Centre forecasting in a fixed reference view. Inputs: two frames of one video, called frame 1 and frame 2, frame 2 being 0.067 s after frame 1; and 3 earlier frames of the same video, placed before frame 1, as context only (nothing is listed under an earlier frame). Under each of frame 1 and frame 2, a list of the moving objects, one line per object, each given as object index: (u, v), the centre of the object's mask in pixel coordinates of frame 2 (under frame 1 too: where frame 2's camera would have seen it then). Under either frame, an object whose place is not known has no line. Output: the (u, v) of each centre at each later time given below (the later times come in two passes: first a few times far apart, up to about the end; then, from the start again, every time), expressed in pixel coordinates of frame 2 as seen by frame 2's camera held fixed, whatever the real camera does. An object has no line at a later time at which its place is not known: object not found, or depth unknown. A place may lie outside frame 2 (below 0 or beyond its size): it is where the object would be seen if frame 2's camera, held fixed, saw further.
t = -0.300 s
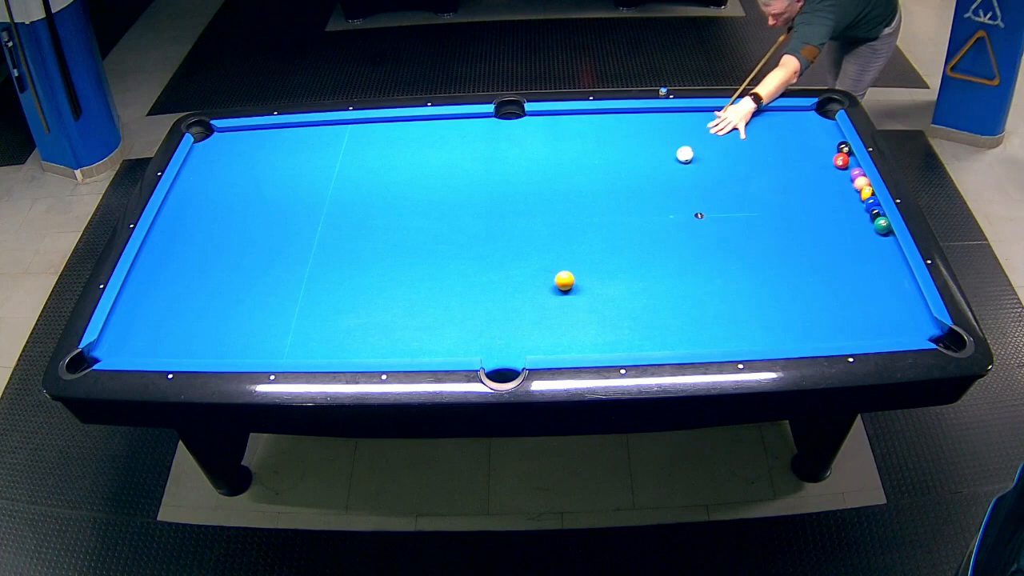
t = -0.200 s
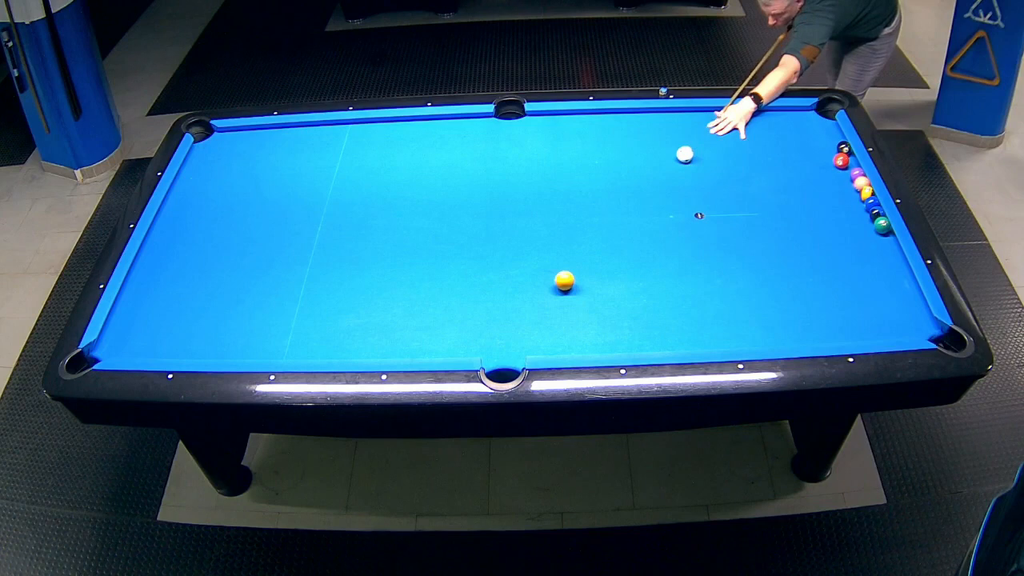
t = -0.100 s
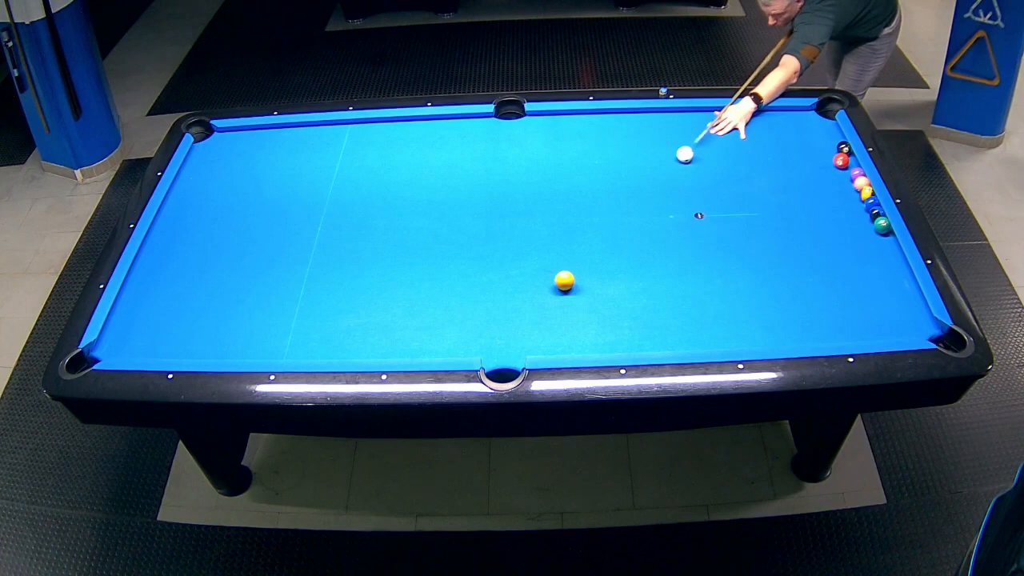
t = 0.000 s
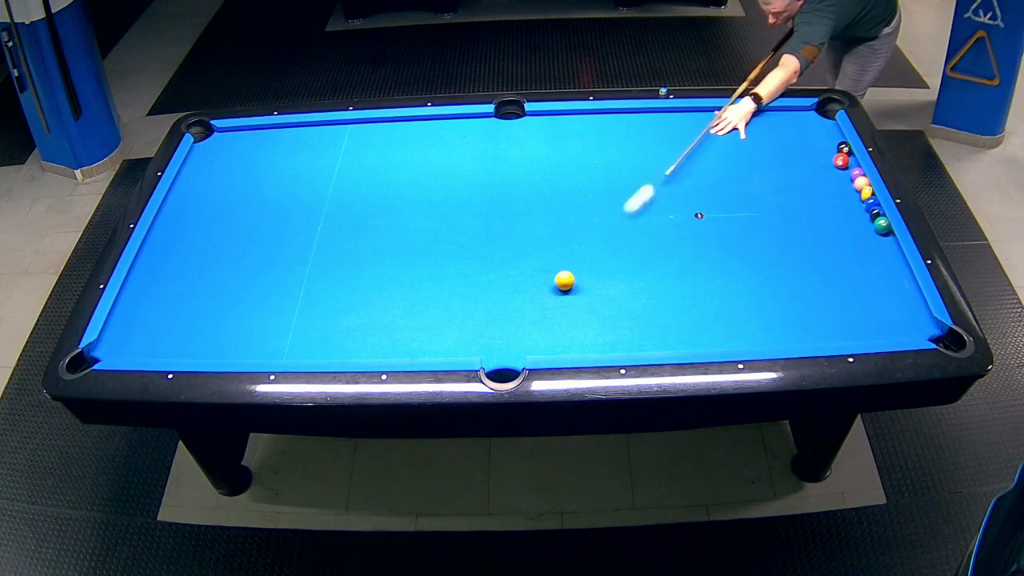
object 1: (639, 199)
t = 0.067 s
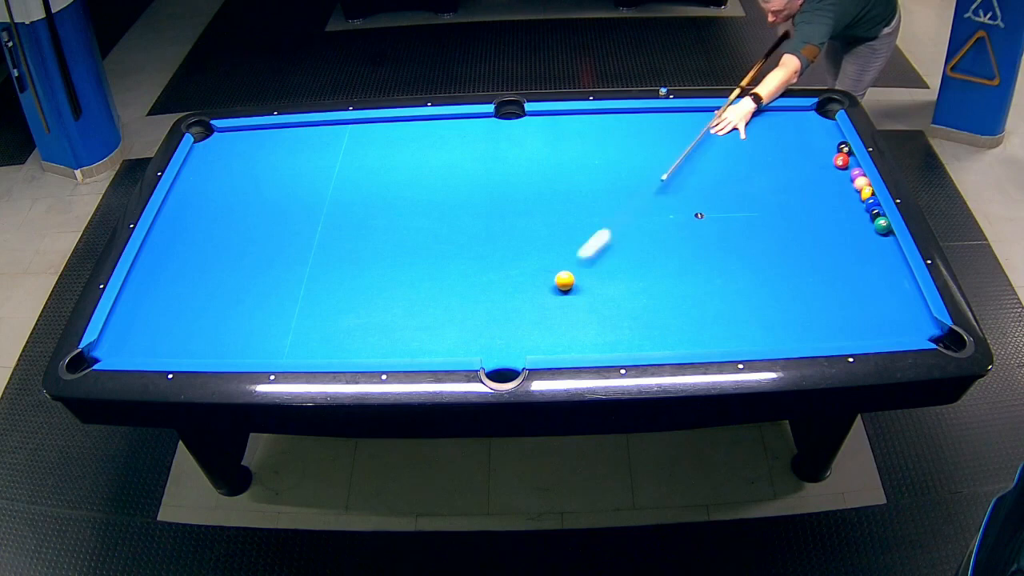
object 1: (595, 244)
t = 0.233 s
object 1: (548, 270)
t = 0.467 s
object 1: (490, 294)
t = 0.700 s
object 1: (419, 332)
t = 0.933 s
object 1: (362, 347)
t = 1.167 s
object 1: (329, 330)
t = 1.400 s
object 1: (300, 315)
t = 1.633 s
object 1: (272, 301)
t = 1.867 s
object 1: (248, 289)
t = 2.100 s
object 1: (226, 278)
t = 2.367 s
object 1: (203, 265)
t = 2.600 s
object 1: (184, 256)
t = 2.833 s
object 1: (168, 247)
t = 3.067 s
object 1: (153, 239)
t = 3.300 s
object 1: (161, 234)
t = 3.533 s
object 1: (171, 229)
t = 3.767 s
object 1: (180, 226)
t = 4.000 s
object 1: (188, 223)
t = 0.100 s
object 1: (576, 262)
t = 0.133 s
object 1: (567, 268)
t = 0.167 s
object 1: (561, 268)
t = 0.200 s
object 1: (555, 268)
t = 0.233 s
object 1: (548, 270)
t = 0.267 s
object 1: (541, 272)
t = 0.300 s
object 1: (534, 274)
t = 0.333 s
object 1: (525, 277)
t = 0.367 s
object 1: (518, 280)
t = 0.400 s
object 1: (509, 284)
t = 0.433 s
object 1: (499, 289)
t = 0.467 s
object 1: (490, 294)
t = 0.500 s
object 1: (480, 299)
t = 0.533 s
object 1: (470, 304)
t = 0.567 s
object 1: (460, 310)
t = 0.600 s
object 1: (450, 315)
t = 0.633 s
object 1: (440, 320)
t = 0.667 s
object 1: (430, 326)
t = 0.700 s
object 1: (419, 332)
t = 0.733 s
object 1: (410, 336)
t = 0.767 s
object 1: (399, 342)
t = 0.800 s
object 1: (389, 347)
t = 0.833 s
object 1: (379, 351)
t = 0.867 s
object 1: (371, 350)
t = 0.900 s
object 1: (367, 348)
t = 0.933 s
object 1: (362, 347)
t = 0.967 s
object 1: (357, 344)
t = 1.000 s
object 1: (352, 342)
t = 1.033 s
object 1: (348, 339)
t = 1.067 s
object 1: (343, 337)
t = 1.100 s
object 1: (338, 335)
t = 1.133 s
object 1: (333, 332)
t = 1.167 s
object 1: (329, 330)
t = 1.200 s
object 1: (325, 328)
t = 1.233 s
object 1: (321, 326)
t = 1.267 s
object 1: (316, 323)
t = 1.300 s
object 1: (312, 321)
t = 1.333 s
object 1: (308, 319)
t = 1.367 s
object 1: (303, 317)
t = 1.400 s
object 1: (300, 315)
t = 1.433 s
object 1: (295, 313)
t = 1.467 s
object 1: (291, 311)
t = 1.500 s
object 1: (287, 309)
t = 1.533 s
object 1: (283, 307)
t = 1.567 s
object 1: (280, 305)
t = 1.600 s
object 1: (276, 303)
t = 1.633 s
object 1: (272, 301)
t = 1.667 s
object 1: (269, 300)
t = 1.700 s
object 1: (265, 298)
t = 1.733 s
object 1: (262, 296)
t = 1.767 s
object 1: (258, 294)
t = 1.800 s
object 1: (255, 292)
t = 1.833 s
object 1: (251, 291)
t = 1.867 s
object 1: (248, 289)
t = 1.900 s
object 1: (245, 287)
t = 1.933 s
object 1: (242, 286)
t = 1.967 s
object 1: (238, 284)
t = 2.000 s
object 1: (235, 282)
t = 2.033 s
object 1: (232, 281)
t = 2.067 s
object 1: (228, 279)
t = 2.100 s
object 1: (226, 278)
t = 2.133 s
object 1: (223, 276)
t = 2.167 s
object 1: (219, 274)
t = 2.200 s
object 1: (217, 273)
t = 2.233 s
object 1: (214, 271)
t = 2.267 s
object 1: (211, 270)
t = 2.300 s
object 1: (208, 269)
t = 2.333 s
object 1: (205, 267)
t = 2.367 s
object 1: (203, 265)
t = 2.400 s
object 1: (200, 264)
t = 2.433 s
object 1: (197, 263)
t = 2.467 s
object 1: (194, 261)
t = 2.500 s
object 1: (192, 260)
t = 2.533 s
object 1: (189, 259)
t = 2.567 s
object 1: (187, 257)
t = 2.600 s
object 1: (184, 256)
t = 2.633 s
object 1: (182, 255)
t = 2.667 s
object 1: (179, 253)
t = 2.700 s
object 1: (177, 252)
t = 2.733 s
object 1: (175, 251)
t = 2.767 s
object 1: (173, 249)
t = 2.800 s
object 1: (170, 248)
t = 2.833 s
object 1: (168, 247)
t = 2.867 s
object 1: (166, 246)
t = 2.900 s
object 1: (163, 245)
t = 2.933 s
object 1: (161, 244)
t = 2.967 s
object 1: (159, 242)
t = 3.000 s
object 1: (157, 241)
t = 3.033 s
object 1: (155, 240)
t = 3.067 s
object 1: (153, 239)
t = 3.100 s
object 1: (151, 238)
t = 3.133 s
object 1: (152, 237)
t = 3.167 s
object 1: (154, 237)
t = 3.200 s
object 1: (156, 236)
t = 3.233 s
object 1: (157, 235)
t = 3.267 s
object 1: (159, 234)
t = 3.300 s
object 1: (161, 234)
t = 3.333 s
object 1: (162, 233)
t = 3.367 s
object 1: (164, 232)
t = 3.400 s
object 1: (165, 232)
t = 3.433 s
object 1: (167, 231)
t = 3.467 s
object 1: (168, 231)
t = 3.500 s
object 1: (170, 230)
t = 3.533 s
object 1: (171, 229)
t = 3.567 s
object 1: (172, 229)
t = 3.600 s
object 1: (174, 228)
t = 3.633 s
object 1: (175, 228)
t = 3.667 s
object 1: (176, 227)
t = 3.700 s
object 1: (178, 227)
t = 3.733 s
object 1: (179, 226)
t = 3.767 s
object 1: (180, 226)
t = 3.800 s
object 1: (181, 225)
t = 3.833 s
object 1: (182, 225)
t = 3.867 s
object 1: (184, 224)
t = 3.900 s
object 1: (185, 224)
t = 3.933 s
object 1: (186, 223)
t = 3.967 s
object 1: (187, 223)
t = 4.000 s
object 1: (188, 223)
